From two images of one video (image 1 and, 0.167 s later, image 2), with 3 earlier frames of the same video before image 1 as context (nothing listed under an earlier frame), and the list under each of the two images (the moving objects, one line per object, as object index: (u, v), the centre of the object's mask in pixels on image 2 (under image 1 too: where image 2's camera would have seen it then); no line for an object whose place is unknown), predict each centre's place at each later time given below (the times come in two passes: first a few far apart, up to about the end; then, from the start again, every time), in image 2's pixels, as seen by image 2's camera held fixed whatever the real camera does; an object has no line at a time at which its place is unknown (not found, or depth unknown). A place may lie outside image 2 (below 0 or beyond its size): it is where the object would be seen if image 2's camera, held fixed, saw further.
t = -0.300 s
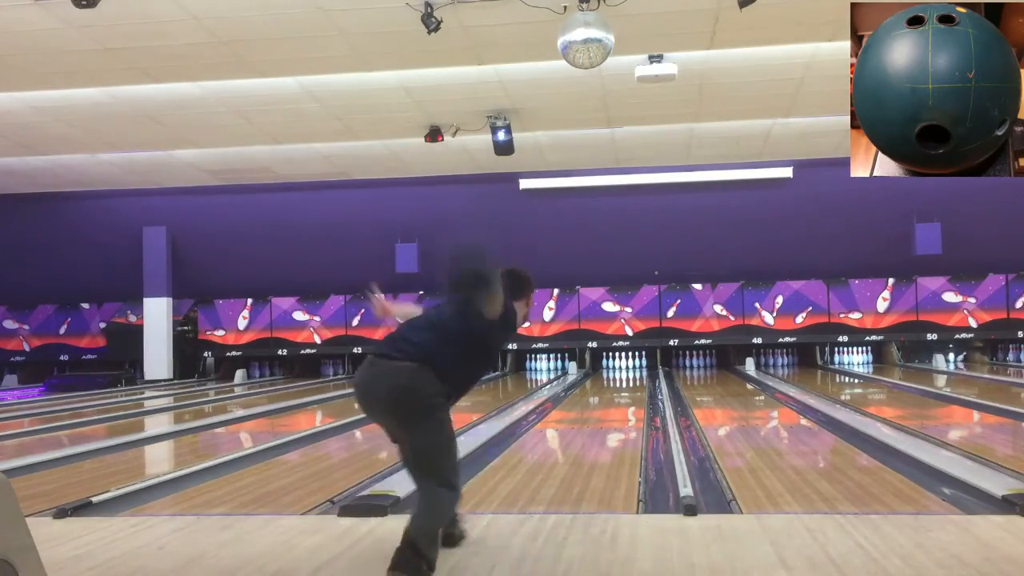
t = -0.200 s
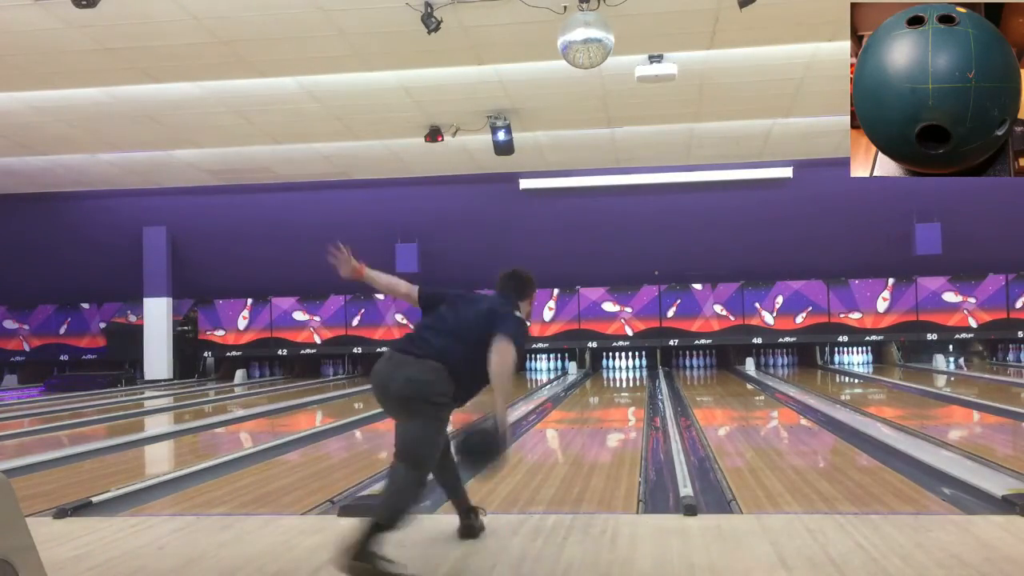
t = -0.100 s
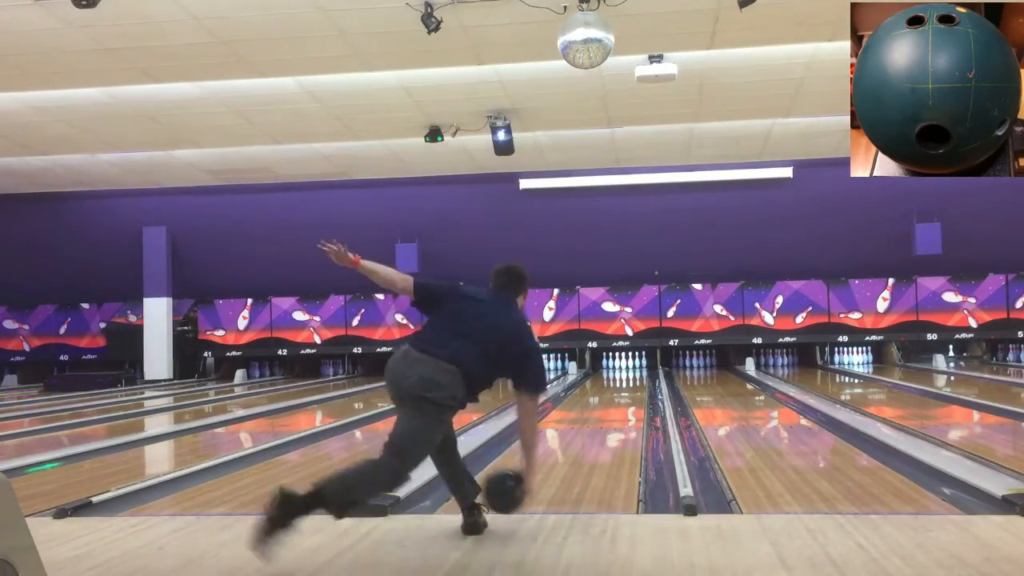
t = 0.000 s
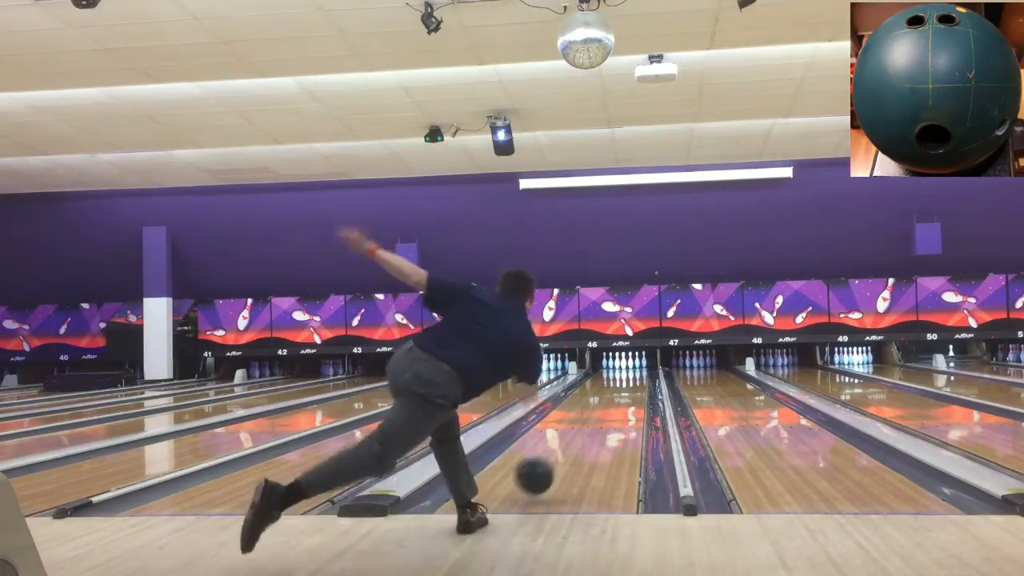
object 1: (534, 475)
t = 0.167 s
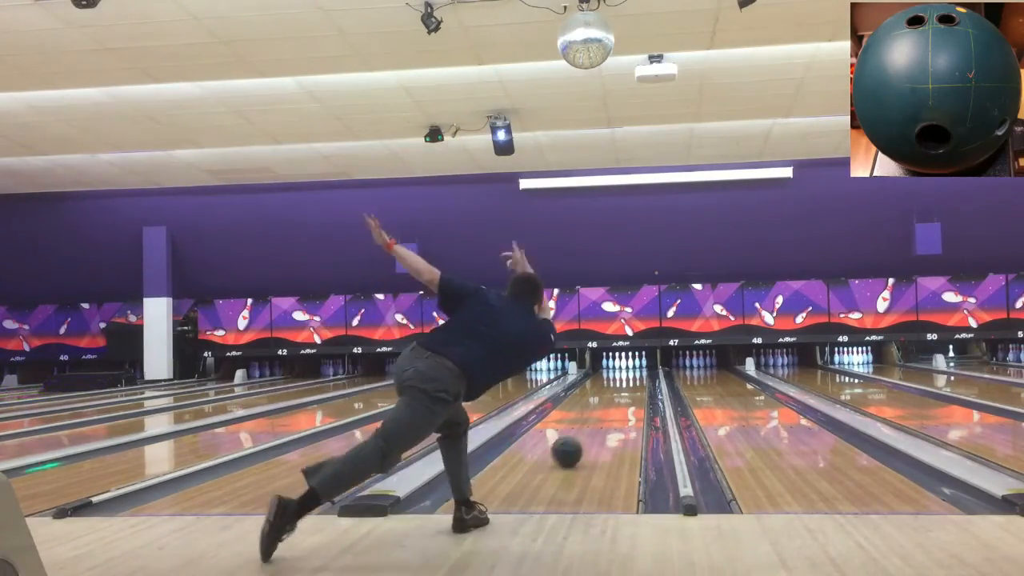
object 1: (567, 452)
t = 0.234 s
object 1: (576, 443)
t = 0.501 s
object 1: (602, 417)
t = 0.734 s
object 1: (617, 403)
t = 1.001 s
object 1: (628, 390)
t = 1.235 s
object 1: (633, 382)
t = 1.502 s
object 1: (635, 376)
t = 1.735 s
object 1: (635, 372)
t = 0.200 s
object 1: (571, 447)
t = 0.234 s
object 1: (576, 443)
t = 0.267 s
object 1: (580, 438)
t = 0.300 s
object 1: (584, 435)
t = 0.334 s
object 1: (588, 431)
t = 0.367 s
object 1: (591, 428)
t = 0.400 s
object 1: (594, 425)
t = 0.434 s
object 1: (597, 422)
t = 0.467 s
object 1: (600, 419)
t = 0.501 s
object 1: (602, 417)
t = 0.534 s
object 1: (605, 414)
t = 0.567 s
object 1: (607, 412)
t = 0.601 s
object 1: (609, 410)
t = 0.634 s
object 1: (612, 408)
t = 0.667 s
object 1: (613, 406)
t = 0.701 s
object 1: (615, 404)
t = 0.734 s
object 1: (617, 403)
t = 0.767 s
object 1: (619, 401)
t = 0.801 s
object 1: (620, 399)
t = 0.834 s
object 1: (621, 398)
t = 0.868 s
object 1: (622, 396)
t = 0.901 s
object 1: (624, 395)
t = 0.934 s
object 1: (625, 393)
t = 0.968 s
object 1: (626, 392)
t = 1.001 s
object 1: (628, 390)
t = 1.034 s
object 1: (628, 389)
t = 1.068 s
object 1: (629, 388)
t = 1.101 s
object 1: (630, 387)
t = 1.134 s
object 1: (631, 385)
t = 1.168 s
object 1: (631, 384)
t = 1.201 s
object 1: (632, 383)
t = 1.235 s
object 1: (633, 382)
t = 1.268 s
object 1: (633, 382)
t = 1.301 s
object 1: (633, 381)
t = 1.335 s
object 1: (633, 380)
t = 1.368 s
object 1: (635, 379)
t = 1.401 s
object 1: (634, 378)
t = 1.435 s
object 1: (635, 377)
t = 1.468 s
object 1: (635, 376)
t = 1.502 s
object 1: (635, 376)
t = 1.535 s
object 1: (636, 375)
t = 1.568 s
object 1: (636, 375)
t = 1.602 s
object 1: (635, 374)
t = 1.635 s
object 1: (635, 374)
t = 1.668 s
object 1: (635, 373)
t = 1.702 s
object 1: (635, 372)
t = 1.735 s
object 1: (635, 372)
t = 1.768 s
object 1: (635, 371)
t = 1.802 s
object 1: (635, 371)
